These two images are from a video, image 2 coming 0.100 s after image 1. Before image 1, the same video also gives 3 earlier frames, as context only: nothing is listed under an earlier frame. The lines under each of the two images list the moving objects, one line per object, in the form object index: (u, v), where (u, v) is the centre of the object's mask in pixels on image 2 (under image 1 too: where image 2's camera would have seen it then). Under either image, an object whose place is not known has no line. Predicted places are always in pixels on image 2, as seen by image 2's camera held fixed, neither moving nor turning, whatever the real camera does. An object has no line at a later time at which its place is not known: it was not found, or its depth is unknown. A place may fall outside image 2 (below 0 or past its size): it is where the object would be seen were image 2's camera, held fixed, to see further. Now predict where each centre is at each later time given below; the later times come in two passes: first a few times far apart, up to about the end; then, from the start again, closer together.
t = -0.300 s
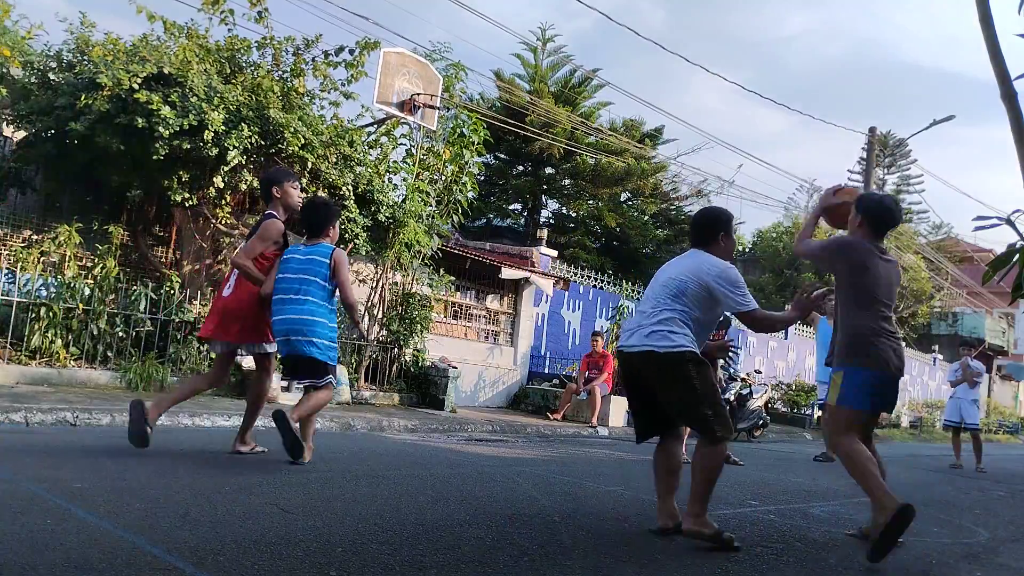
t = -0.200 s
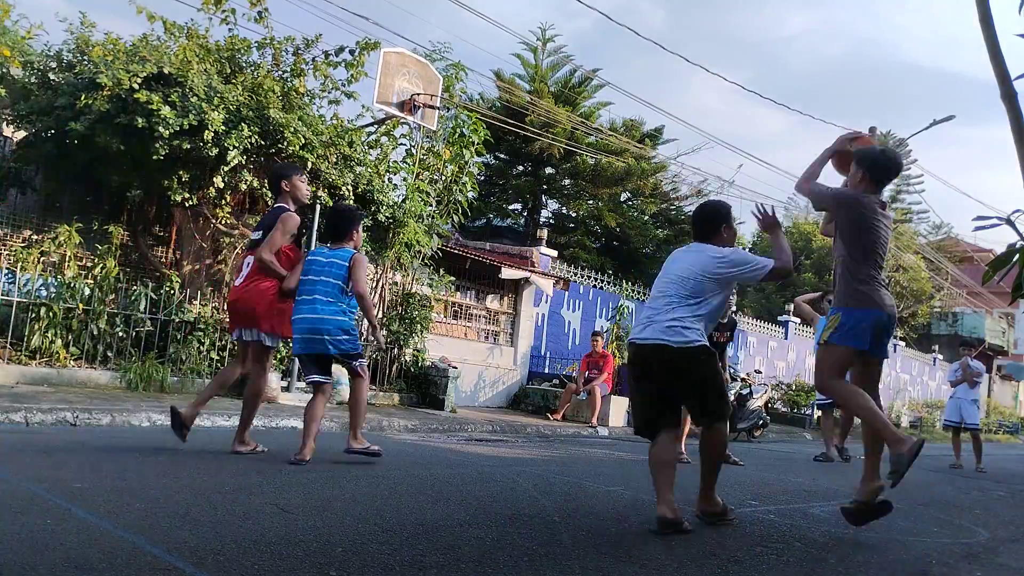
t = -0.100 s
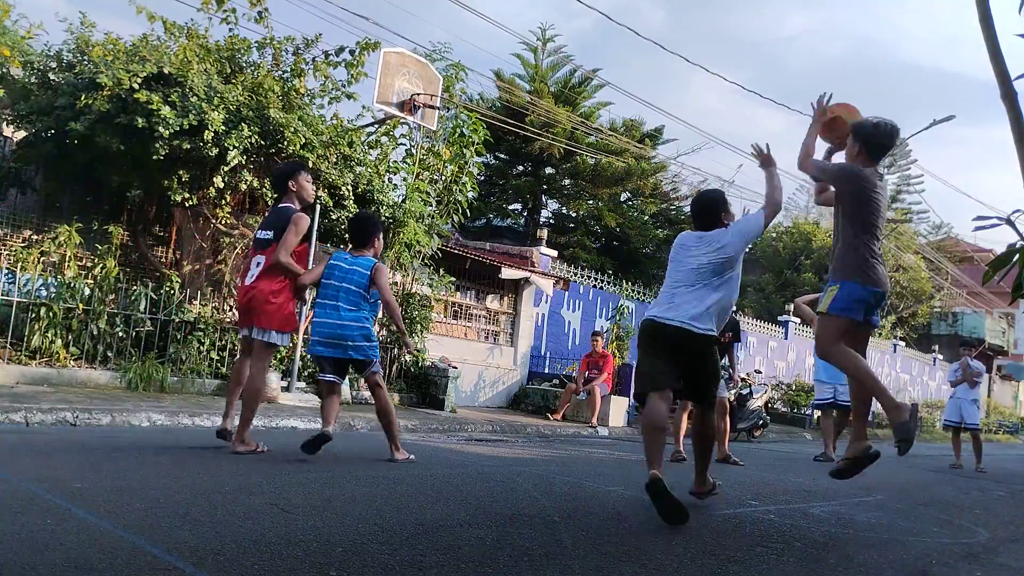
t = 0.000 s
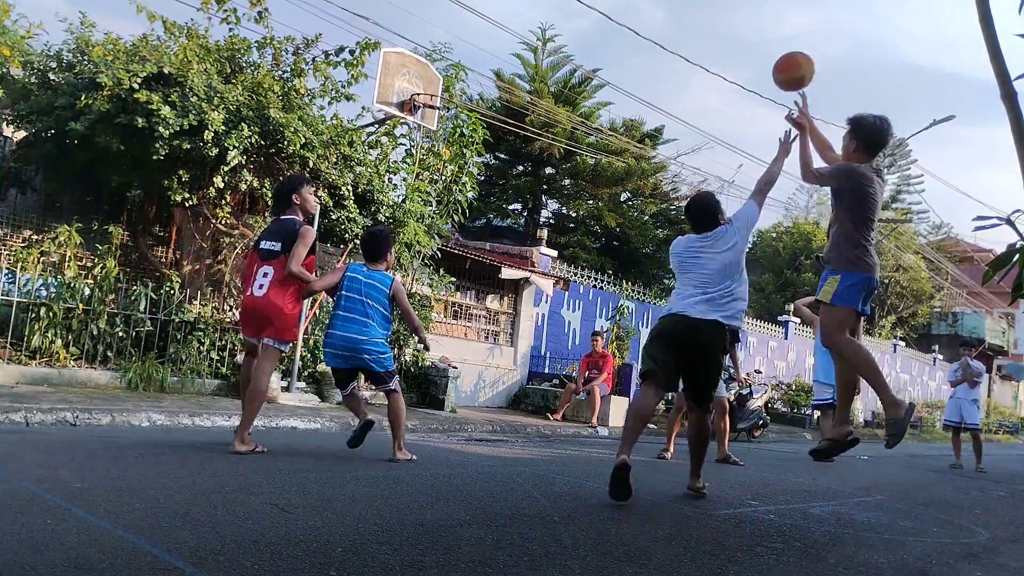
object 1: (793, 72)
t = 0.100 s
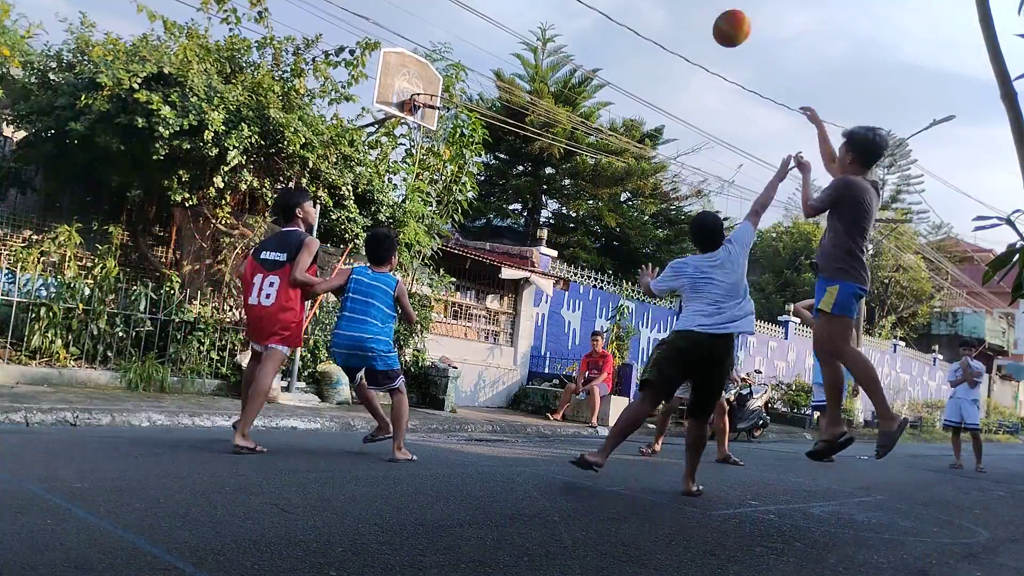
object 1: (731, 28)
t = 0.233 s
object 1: (659, 8)
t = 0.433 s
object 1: (569, 10)
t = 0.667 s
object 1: (479, 66)
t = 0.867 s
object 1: (477, 83)
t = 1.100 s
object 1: (510, 106)
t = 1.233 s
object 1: (526, 145)
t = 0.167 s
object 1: (694, 13)
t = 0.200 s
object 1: (676, 10)
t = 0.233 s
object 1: (659, 8)
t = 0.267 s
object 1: (643, 7)
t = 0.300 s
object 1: (627, 6)
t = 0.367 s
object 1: (597, 7)
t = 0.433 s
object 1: (569, 10)
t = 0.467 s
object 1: (555, 13)
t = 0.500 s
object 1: (542, 19)
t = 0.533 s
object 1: (529, 27)
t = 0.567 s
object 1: (516, 35)
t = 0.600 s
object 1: (503, 45)
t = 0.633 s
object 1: (491, 55)
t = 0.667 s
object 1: (479, 66)
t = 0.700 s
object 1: (468, 78)
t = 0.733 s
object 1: (456, 91)
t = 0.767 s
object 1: (460, 89)
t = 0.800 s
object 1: (465, 86)
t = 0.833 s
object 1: (471, 84)
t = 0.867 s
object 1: (477, 83)
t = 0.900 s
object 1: (482, 83)
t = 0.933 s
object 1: (487, 84)
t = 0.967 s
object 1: (492, 86)
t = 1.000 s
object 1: (496, 89)
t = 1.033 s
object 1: (501, 93)
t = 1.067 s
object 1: (506, 99)
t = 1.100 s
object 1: (510, 106)
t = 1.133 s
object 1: (514, 114)
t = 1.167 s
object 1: (518, 123)
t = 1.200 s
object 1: (522, 133)
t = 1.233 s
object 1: (526, 145)
